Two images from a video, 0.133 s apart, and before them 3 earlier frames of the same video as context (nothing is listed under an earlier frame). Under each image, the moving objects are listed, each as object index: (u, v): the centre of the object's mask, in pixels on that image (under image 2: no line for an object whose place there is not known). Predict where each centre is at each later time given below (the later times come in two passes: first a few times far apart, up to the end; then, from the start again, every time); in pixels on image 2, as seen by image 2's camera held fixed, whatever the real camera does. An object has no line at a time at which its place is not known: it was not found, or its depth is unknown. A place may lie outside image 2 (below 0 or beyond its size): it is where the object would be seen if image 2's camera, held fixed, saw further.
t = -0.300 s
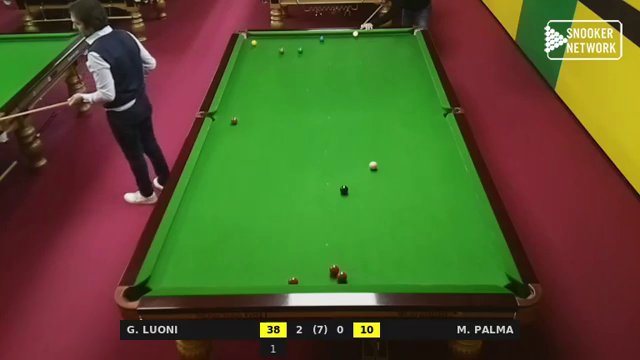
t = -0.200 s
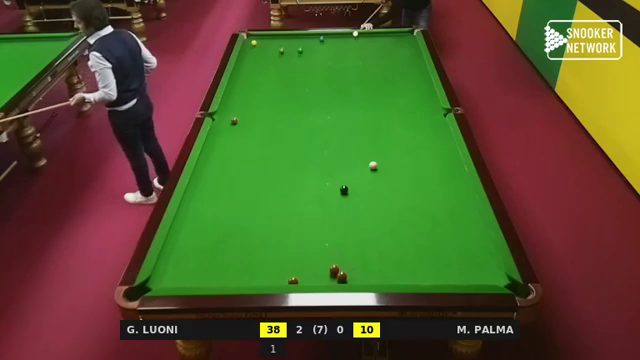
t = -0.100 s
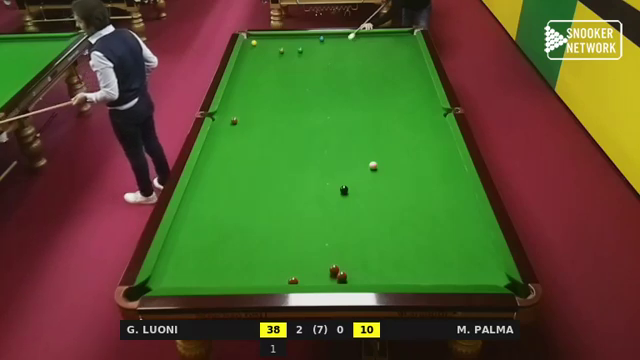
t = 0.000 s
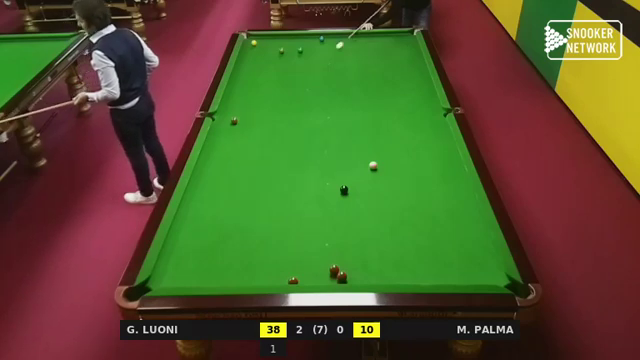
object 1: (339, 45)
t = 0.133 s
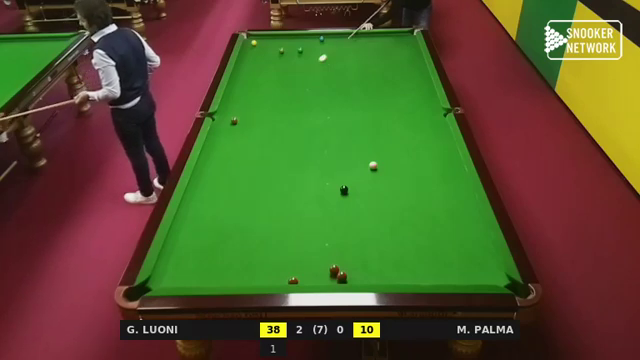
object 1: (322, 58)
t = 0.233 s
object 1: (309, 68)
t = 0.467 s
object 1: (272, 96)
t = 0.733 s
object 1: (244, 128)
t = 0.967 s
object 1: (243, 154)
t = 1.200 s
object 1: (240, 186)
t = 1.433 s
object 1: (236, 223)
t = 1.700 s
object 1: (230, 275)
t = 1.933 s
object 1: (242, 250)
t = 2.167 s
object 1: (252, 220)
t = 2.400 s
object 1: (261, 195)
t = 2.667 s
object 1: (270, 170)
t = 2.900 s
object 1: (277, 152)
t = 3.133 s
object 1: (283, 135)
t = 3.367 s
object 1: (289, 121)
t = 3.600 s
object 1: (293, 108)
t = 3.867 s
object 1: (298, 94)
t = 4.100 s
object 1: (302, 84)
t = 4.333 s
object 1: (305, 75)
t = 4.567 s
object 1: (308, 66)
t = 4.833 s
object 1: (312, 58)
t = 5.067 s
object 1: (314, 51)
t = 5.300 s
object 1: (316, 45)
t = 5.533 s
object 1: (318, 40)
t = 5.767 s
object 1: (315, 38)
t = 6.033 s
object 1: (312, 37)
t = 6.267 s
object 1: (310, 35)
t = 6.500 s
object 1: (308, 34)
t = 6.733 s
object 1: (307, 35)
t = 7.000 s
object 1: (306, 35)
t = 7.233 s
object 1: (305, 36)
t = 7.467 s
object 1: (305, 36)
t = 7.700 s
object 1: (305, 36)
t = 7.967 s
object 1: (305, 36)
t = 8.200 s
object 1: (305, 36)
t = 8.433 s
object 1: (305, 36)
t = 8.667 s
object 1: (305, 36)
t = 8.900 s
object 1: (305, 36)
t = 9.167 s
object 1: (305, 36)
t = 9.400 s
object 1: (305, 36)
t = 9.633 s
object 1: (305, 36)
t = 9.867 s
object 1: (305, 36)
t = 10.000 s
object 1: (305, 36)
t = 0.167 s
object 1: (318, 61)
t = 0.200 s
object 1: (313, 65)
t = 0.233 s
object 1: (309, 68)
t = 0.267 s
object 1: (304, 72)
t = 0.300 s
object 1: (299, 76)
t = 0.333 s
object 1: (293, 79)
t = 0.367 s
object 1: (288, 83)
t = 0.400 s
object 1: (283, 87)
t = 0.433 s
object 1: (278, 91)
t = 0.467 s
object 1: (272, 96)
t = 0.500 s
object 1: (266, 100)
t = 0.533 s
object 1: (260, 104)
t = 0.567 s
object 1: (254, 109)
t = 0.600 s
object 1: (247, 114)
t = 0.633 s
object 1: (242, 118)
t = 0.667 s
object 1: (242, 121)
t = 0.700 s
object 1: (243, 125)
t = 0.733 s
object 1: (244, 128)
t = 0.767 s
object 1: (245, 131)
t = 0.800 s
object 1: (245, 135)
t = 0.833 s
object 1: (245, 138)
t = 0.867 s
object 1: (244, 142)
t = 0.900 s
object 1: (244, 146)
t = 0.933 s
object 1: (243, 150)
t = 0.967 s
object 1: (243, 154)
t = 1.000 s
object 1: (243, 158)
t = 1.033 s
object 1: (242, 163)
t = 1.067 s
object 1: (242, 167)
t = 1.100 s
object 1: (241, 171)
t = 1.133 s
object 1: (241, 176)
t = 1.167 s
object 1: (240, 181)
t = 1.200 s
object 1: (240, 186)
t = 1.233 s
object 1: (240, 191)
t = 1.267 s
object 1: (239, 196)
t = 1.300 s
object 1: (238, 201)
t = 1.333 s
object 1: (238, 206)
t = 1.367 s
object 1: (237, 212)
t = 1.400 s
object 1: (236, 217)
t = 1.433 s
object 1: (236, 223)
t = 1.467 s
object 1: (235, 229)
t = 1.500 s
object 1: (235, 235)
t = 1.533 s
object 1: (234, 241)
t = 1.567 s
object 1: (233, 248)
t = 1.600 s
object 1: (233, 254)
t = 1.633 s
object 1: (232, 261)
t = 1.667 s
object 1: (231, 268)
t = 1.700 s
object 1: (230, 275)
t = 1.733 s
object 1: (230, 280)
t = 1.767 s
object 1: (232, 276)
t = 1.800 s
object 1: (234, 270)
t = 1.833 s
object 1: (236, 264)
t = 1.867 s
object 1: (238, 259)
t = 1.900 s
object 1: (240, 254)
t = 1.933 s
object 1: (242, 250)
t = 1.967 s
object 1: (243, 245)
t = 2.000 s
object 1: (245, 241)
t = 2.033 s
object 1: (246, 236)
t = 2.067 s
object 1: (248, 232)
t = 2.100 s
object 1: (249, 228)
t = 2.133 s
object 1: (251, 224)
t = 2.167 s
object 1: (252, 220)
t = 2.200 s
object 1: (254, 216)
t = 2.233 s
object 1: (255, 212)
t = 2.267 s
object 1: (256, 208)
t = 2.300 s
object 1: (258, 205)
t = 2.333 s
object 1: (259, 201)
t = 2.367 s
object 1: (260, 198)
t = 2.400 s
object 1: (261, 195)
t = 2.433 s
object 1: (263, 191)
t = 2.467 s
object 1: (264, 188)
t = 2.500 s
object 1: (265, 185)
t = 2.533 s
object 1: (266, 182)
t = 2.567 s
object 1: (267, 179)
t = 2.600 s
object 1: (268, 176)
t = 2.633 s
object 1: (270, 173)
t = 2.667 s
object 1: (270, 170)
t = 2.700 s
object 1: (271, 167)
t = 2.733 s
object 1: (273, 164)
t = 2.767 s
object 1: (274, 162)
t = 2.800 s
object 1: (274, 159)
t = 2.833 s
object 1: (275, 157)
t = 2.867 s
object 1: (276, 154)
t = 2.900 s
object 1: (277, 152)
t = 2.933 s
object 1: (278, 149)
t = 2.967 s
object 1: (279, 146)
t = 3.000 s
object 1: (280, 144)
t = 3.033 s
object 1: (281, 142)
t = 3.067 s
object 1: (281, 140)
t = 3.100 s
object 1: (282, 137)
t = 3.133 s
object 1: (283, 135)
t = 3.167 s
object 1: (284, 133)
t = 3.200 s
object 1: (285, 131)
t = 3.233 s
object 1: (286, 129)
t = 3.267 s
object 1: (286, 127)
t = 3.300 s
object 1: (287, 124)
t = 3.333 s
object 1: (288, 123)
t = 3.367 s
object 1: (289, 121)
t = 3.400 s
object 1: (289, 119)
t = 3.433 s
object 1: (290, 117)
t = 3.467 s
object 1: (291, 115)
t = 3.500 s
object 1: (291, 113)
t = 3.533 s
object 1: (292, 111)
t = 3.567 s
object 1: (293, 109)
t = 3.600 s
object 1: (293, 108)
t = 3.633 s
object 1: (294, 106)
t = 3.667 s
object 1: (295, 104)
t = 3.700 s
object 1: (295, 103)
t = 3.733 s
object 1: (296, 101)
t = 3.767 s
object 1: (296, 99)
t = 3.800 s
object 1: (297, 98)
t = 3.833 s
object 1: (298, 96)
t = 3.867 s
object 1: (298, 94)
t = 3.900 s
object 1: (299, 93)
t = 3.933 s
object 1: (299, 91)
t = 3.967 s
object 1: (300, 90)
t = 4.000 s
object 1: (300, 88)
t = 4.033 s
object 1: (301, 87)
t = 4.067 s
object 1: (302, 86)
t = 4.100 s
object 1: (302, 84)
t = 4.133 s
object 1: (303, 83)
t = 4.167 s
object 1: (303, 81)
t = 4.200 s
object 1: (304, 80)
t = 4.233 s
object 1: (304, 79)
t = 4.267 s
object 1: (304, 77)
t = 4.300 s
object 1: (305, 76)
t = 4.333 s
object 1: (305, 75)
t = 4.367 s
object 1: (306, 74)
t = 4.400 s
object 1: (306, 72)
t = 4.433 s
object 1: (307, 71)
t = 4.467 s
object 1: (307, 70)
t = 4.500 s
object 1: (308, 69)
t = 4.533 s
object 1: (308, 68)
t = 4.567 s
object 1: (308, 66)
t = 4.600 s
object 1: (309, 65)
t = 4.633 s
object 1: (309, 64)
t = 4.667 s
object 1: (310, 63)
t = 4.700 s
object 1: (310, 62)
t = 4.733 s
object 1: (311, 61)
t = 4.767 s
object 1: (311, 60)
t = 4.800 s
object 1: (311, 59)
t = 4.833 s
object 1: (312, 58)
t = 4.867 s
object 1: (312, 57)
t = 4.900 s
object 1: (313, 56)
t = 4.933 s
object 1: (313, 55)
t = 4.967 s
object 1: (313, 54)
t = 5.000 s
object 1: (314, 53)
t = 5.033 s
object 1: (314, 52)
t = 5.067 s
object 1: (314, 51)
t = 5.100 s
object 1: (315, 50)
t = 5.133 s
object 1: (315, 49)
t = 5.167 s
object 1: (315, 48)
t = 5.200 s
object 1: (316, 47)
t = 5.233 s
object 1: (316, 47)
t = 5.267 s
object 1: (316, 46)
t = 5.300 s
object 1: (316, 45)
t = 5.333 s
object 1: (317, 44)
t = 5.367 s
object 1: (317, 43)
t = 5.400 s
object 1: (318, 42)
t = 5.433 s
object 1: (318, 42)
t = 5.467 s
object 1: (318, 41)
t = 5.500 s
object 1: (318, 40)
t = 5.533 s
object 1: (318, 40)
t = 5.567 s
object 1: (318, 39)
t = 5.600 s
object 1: (317, 39)
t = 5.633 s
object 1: (317, 39)
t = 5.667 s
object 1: (316, 39)
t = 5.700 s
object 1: (316, 39)
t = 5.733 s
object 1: (315, 39)
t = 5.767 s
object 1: (315, 38)
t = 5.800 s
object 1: (315, 38)
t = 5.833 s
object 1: (314, 38)
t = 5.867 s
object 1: (314, 38)
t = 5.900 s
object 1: (313, 38)
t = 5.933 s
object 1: (313, 37)
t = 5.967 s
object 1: (313, 37)
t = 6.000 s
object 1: (312, 37)
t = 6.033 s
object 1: (312, 37)
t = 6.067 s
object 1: (312, 36)
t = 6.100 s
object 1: (311, 36)
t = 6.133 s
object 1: (311, 36)
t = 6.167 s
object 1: (311, 36)
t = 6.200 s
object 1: (311, 36)
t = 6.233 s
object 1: (310, 35)
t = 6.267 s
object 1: (310, 35)
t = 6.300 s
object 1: (310, 35)
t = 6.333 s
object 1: (309, 35)
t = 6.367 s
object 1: (309, 35)
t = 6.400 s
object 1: (309, 35)
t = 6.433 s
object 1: (308, 34)
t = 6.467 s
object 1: (308, 34)
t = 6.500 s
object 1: (308, 34)
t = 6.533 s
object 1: (308, 34)
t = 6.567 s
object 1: (308, 34)
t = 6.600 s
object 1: (308, 34)
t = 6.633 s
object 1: (308, 34)
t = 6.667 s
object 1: (307, 34)
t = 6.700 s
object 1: (307, 35)
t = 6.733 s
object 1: (307, 35)
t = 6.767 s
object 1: (307, 35)
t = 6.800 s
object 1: (307, 35)
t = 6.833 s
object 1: (307, 35)
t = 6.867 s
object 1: (307, 35)
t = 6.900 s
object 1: (306, 35)
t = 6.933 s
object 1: (306, 35)
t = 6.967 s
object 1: (306, 35)
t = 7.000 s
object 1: (306, 35)
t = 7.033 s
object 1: (306, 35)
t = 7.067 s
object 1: (306, 35)
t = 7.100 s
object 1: (306, 35)
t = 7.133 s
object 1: (306, 35)
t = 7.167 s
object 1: (306, 35)
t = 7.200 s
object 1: (305, 36)
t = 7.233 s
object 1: (305, 36)
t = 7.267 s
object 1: (306, 36)
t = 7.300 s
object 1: (305, 36)
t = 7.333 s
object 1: (305, 36)
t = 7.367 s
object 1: (305, 36)
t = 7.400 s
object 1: (305, 36)
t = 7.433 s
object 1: (305, 36)
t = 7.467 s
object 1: (305, 36)
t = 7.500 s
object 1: (305, 36)
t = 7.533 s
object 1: (305, 36)
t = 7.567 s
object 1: (305, 36)
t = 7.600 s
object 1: (305, 36)
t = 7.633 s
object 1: (305, 36)
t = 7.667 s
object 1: (305, 36)
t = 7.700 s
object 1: (305, 36)
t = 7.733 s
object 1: (305, 36)
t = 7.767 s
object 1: (305, 36)
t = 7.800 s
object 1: (305, 36)
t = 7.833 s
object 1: (305, 36)
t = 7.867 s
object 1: (305, 36)
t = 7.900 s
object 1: (305, 36)
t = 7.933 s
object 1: (305, 36)
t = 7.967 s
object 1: (305, 36)
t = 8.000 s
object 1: (305, 36)
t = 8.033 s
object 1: (305, 36)
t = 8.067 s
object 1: (305, 36)
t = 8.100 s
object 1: (305, 36)
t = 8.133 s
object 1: (305, 36)
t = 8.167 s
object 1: (305, 36)
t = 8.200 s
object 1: (305, 36)
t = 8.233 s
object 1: (305, 36)
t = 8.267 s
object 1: (305, 36)
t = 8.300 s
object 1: (305, 36)
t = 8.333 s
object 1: (305, 36)
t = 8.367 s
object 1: (305, 36)
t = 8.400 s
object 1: (305, 36)
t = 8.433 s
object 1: (305, 36)
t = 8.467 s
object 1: (305, 36)
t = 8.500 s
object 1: (305, 36)
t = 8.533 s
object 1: (305, 36)
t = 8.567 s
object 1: (305, 36)
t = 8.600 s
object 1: (305, 36)
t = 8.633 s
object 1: (305, 36)
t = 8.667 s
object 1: (305, 36)
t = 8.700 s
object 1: (305, 36)
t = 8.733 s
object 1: (305, 36)
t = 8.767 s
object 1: (305, 36)
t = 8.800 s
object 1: (305, 36)
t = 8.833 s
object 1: (305, 36)
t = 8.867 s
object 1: (305, 36)
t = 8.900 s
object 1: (305, 36)
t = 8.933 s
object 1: (305, 36)
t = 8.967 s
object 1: (305, 36)
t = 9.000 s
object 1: (305, 36)
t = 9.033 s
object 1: (305, 36)
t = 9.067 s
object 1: (305, 36)
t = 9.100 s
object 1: (305, 36)
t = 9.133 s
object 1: (305, 36)
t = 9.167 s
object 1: (305, 36)
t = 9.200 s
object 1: (305, 36)
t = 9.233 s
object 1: (305, 36)
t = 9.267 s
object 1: (305, 36)
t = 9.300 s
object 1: (305, 36)
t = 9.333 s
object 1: (305, 36)
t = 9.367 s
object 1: (305, 36)
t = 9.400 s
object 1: (305, 36)
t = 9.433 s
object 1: (305, 36)
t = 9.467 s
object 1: (305, 36)
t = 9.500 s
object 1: (305, 36)
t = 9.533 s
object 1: (305, 36)
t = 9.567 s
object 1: (305, 36)
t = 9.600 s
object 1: (305, 36)
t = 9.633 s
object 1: (305, 36)
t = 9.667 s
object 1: (305, 36)
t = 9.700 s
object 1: (305, 36)
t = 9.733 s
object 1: (305, 36)
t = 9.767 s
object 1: (305, 36)
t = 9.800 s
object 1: (305, 36)
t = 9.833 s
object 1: (305, 36)
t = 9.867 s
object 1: (305, 36)
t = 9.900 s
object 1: (305, 36)
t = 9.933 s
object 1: (305, 36)
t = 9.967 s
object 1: (305, 36)
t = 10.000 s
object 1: (305, 36)
